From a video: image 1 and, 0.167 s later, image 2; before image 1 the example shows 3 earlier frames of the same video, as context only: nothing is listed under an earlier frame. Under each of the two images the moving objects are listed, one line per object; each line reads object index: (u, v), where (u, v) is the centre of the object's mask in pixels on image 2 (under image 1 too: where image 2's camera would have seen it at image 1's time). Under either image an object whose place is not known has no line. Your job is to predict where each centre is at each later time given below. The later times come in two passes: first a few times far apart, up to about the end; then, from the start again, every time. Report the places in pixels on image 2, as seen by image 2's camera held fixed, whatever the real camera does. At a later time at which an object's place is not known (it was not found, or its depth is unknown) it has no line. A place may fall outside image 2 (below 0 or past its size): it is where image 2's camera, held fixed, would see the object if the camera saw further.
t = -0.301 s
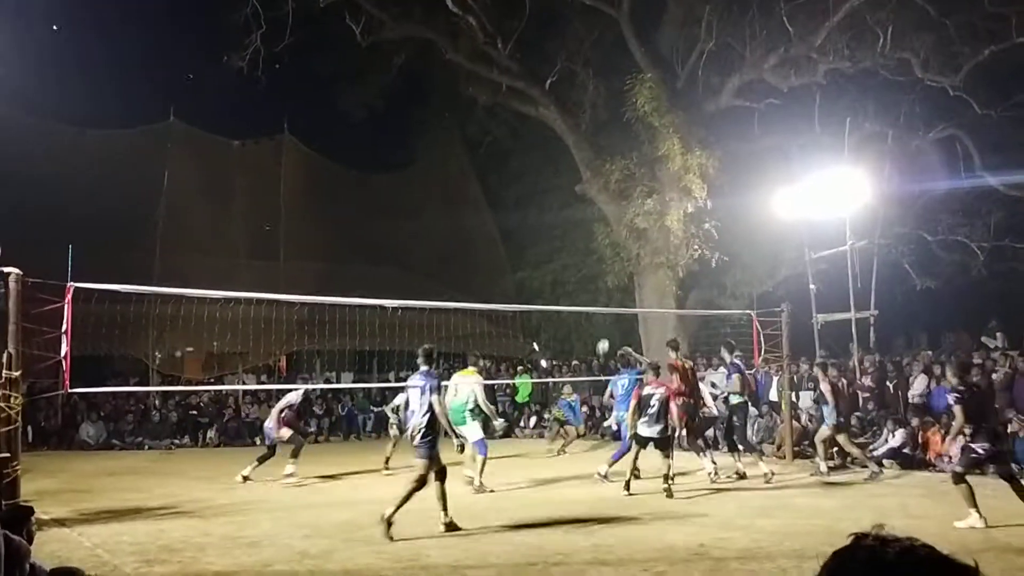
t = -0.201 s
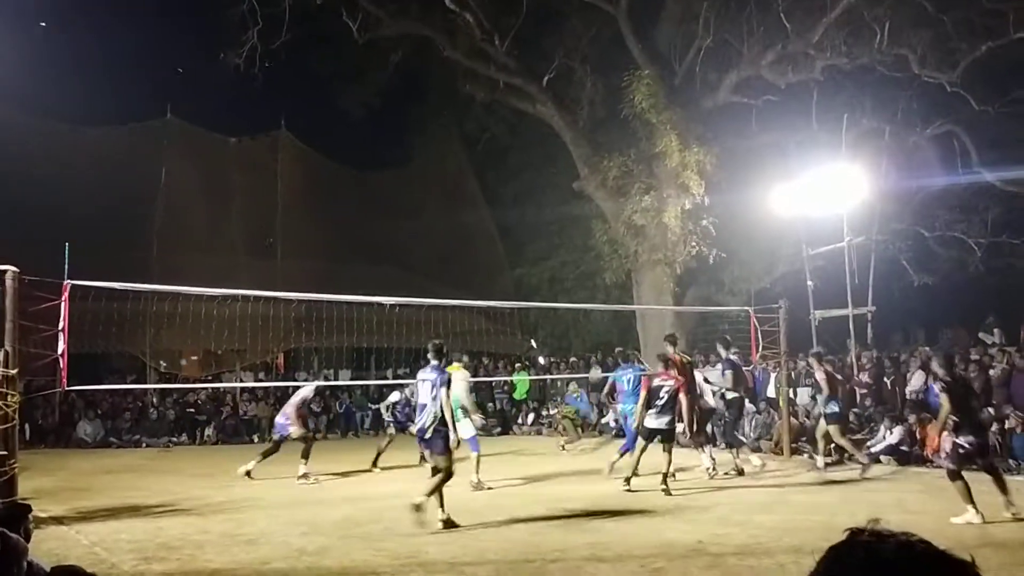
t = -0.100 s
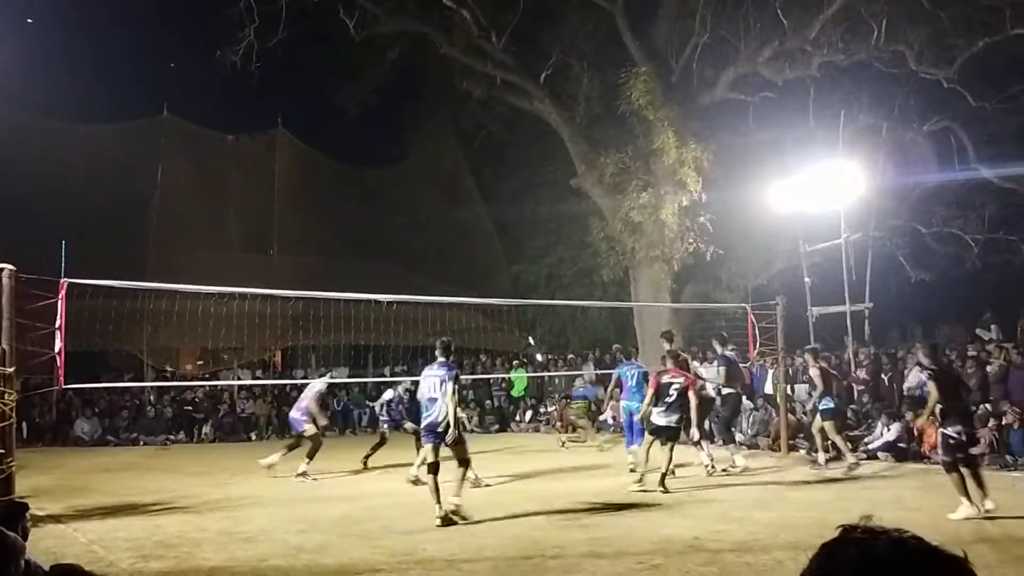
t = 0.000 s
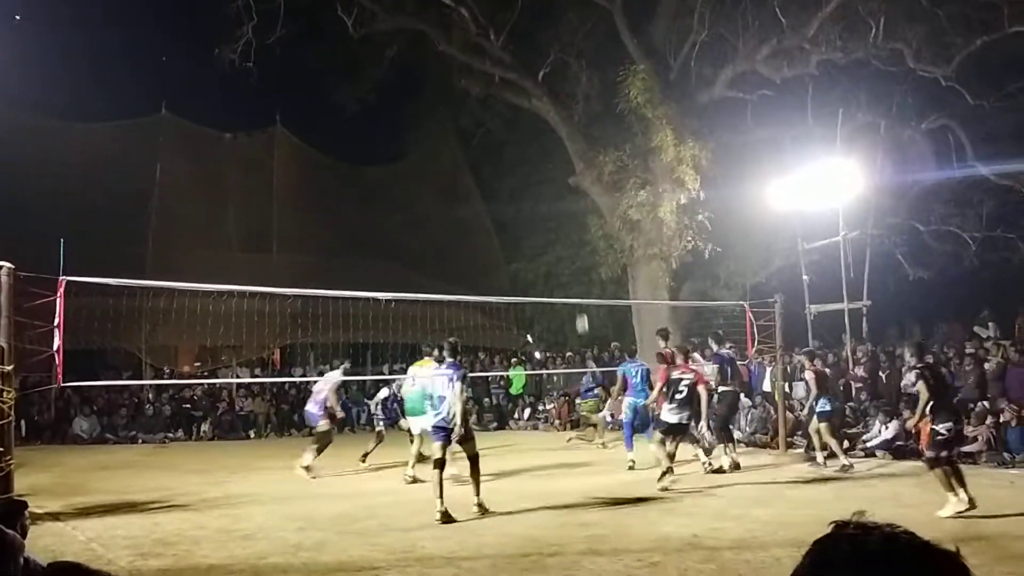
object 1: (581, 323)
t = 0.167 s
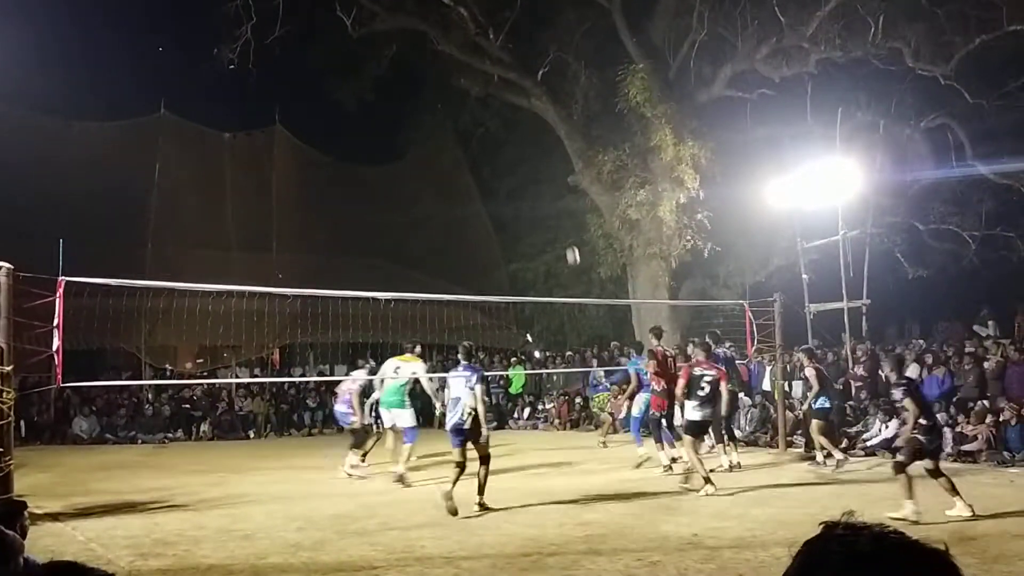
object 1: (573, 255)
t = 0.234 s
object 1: (569, 233)
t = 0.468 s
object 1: (556, 169)
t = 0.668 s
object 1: (544, 133)
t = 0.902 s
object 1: (530, 122)
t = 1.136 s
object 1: (517, 151)
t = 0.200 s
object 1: (571, 244)
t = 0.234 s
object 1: (569, 233)
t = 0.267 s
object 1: (568, 222)
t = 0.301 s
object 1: (565, 211)
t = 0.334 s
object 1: (563, 202)
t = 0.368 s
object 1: (562, 193)
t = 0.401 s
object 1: (560, 184)
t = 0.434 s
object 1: (558, 176)
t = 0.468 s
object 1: (556, 169)
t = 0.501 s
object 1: (554, 160)
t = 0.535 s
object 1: (552, 154)
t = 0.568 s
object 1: (550, 148)
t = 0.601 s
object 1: (548, 143)
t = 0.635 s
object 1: (546, 140)
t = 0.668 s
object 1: (544, 133)
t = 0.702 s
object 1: (542, 130)
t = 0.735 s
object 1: (541, 128)
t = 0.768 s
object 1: (537, 125)
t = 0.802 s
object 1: (535, 121)
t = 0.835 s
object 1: (534, 122)
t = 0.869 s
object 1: (532, 123)
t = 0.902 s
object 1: (530, 122)
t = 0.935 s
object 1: (528, 124)
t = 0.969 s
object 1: (526, 125)
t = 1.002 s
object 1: (524, 131)
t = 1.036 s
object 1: (522, 135)
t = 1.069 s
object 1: (521, 140)
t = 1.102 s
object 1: (518, 145)
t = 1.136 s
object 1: (517, 151)
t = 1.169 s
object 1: (515, 156)
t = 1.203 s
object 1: (513, 164)
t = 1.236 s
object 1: (511, 173)
